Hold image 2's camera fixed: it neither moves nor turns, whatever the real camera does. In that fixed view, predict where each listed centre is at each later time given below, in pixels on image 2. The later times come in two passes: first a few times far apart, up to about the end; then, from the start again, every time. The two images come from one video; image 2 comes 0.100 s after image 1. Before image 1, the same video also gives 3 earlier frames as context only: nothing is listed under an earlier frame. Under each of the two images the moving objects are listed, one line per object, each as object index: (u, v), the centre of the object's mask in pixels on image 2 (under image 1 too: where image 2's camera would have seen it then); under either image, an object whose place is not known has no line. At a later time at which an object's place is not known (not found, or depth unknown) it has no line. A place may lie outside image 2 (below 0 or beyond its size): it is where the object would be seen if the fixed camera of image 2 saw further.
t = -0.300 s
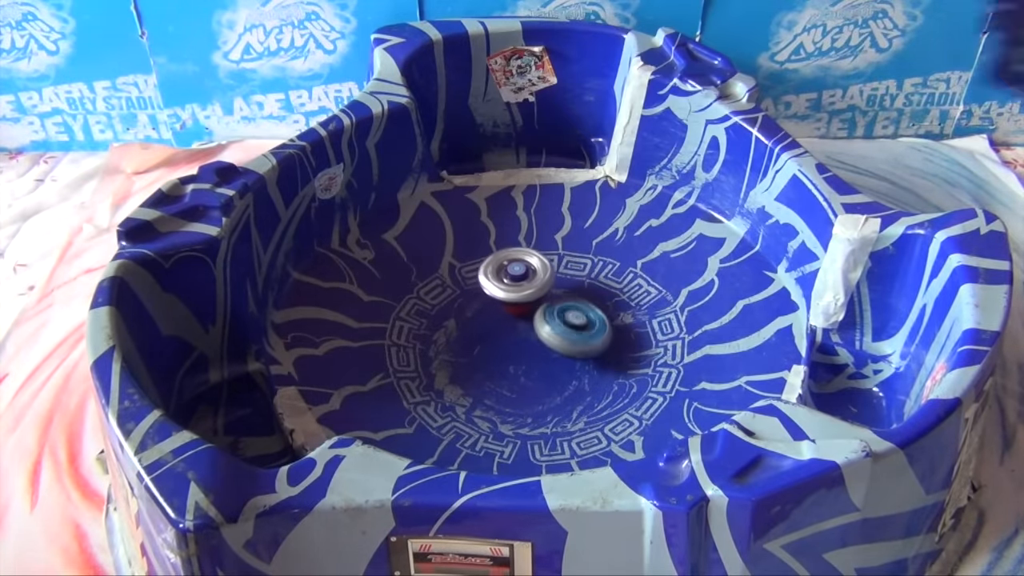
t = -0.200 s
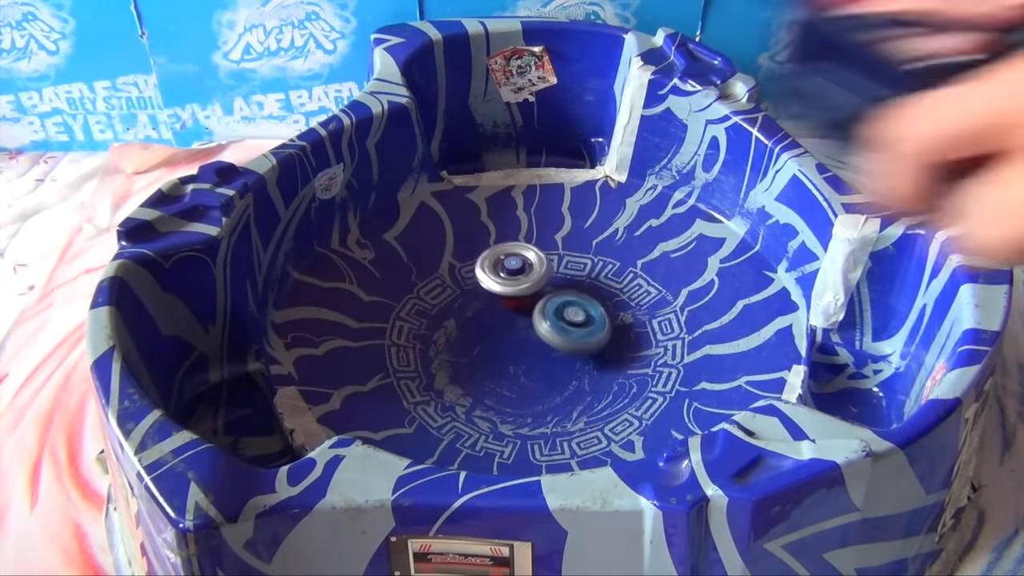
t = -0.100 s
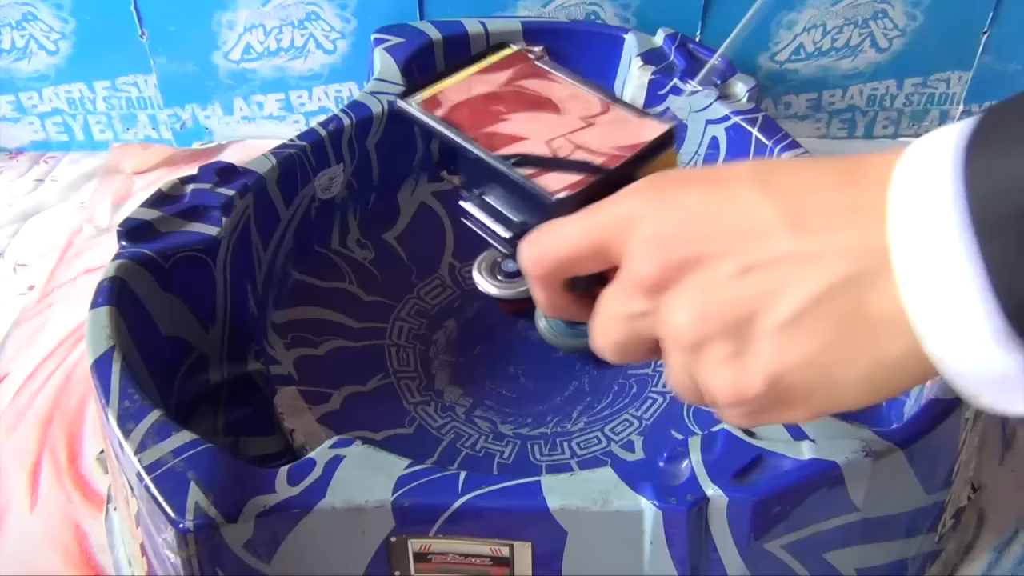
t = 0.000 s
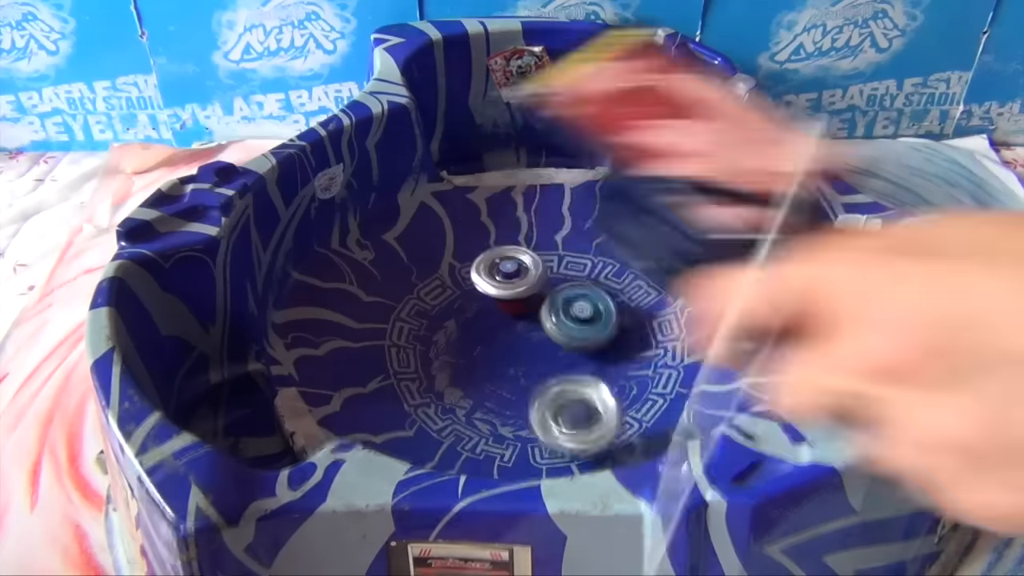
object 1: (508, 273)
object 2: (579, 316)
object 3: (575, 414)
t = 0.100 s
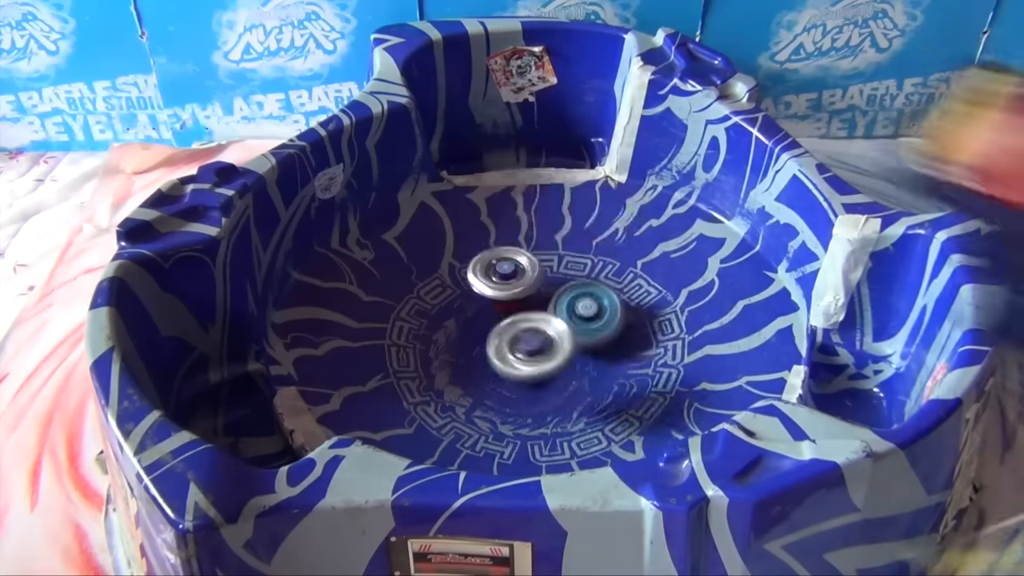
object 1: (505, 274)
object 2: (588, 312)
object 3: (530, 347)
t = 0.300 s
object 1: (532, 187)
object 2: (597, 318)
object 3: (449, 379)
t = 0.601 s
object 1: (515, 168)
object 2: (598, 326)
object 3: (553, 420)
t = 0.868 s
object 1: (497, 258)
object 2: (575, 313)
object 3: (631, 343)
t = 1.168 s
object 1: (468, 340)
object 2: (576, 276)
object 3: (590, 342)
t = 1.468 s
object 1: (411, 432)
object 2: (567, 266)
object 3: (617, 312)
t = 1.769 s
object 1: (465, 421)
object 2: (532, 279)
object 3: (540, 328)
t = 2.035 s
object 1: (513, 412)
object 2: (509, 249)
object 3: (522, 292)
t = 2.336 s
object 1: (569, 335)
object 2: (506, 261)
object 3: (473, 299)
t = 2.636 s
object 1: (638, 265)
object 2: (511, 308)
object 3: (453, 324)
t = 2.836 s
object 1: (626, 230)
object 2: (543, 330)
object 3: (480, 348)
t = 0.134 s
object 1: (505, 274)
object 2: (588, 314)
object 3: (518, 351)
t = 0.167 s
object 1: (505, 274)
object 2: (590, 314)
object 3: (509, 332)
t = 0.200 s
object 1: (506, 267)
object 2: (592, 314)
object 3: (499, 320)
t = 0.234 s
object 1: (517, 236)
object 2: (593, 315)
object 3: (479, 335)
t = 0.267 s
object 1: (526, 210)
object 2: (595, 317)
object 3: (460, 365)
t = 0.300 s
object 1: (532, 187)
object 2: (597, 318)
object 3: (449, 379)
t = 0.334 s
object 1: (537, 173)
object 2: (597, 318)
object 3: (440, 394)
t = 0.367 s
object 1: (538, 165)
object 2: (599, 319)
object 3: (438, 404)
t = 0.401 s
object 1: (537, 160)
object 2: (600, 320)
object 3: (441, 411)
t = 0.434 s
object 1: (535, 158)
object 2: (600, 321)
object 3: (451, 417)
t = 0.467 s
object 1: (531, 158)
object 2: (600, 322)
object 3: (466, 421)
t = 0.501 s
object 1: (526, 159)
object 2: (600, 323)
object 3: (486, 424)
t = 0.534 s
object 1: (523, 161)
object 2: (600, 324)
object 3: (508, 425)
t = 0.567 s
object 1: (519, 164)
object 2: (599, 325)
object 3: (530, 423)
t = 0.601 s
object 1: (515, 168)
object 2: (598, 326)
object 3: (553, 420)
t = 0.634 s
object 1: (511, 173)
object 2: (597, 326)
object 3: (575, 414)
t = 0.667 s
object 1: (508, 180)
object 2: (595, 327)
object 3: (594, 407)
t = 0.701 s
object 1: (505, 188)
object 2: (594, 327)
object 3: (609, 398)
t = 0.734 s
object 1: (502, 198)
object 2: (592, 327)
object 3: (621, 388)
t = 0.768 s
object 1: (498, 210)
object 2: (590, 327)
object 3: (629, 377)
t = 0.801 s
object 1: (496, 225)
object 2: (586, 325)
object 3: (632, 365)
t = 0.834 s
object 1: (496, 241)
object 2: (580, 323)
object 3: (630, 353)
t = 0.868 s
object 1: (497, 258)
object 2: (575, 313)
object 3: (631, 343)
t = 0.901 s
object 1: (498, 274)
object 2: (572, 305)
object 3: (638, 344)
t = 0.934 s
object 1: (481, 282)
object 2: (578, 298)
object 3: (644, 358)
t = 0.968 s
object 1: (469, 289)
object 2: (582, 289)
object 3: (642, 362)
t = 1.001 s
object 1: (461, 298)
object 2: (583, 283)
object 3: (634, 369)
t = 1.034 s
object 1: (458, 305)
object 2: (581, 280)
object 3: (625, 365)
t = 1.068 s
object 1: (458, 313)
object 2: (579, 278)
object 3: (615, 360)
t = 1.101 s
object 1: (460, 322)
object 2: (578, 277)
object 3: (607, 354)
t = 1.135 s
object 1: (463, 331)
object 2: (577, 276)
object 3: (599, 348)
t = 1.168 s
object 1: (468, 340)
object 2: (576, 276)
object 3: (590, 342)
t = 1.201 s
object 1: (473, 349)
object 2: (574, 275)
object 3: (581, 337)
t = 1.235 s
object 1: (477, 358)
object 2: (573, 275)
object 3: (569, 335)
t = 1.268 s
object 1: (482, 366)
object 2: (572, 275)
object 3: (558, 334)
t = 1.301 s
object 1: (462, 379)
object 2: (571, 273)
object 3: (564, 324)
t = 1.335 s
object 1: (436, 396)
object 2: (569, 270)
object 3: (581, 315)
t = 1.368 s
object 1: (419, 408)
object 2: (566, 268)
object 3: (593, 305)
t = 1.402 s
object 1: (409, 419)
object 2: (566, 266)
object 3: (603, 303)
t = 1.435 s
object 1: (409, 426)
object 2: (568, 267)
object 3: (613, 312)
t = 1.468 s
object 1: (411, 432)
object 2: (567, 266)
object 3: (617, 312)
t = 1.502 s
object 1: (413, 438)
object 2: (566, 267)
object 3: (615, 311)
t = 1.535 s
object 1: (415, 441)
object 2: (564, 268)
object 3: (608, 311)
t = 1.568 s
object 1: (420, 442)
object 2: (560, 269)
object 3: (600, 310)
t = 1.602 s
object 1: (426, 442)
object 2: (558, 269)
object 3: (590, 310)
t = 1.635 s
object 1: (433, 441)
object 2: (554, 270)
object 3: (579, 310)
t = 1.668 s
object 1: (439, 438)
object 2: (550, 272)
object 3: (568, 313)
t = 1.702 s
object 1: (448, 433)
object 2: (545, 273)
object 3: (558, 319)
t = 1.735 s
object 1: (456, 427)
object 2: (538, 276)
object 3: (549, 324)
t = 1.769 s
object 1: (465, 421)
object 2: (532, 279)
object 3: (540, 328)
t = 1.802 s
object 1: (475, 413)
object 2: (528, 281)
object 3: (531, 332)
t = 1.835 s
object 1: (487, 404)
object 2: (526, 281)
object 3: (522, 335)
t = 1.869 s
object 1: (499, 394)
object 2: (525, 281)
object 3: (515, 336)
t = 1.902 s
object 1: (498, 407)
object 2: (523, 273)
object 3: (520, 312)
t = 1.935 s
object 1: (498, 414)
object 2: (521, 262)
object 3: (521, 301)
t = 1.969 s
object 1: (499, 417)
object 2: (519, 256)
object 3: (523, 300)
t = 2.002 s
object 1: (505, 416)
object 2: (513, 250)
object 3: (523, 295)
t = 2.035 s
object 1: (513, 412)
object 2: (509, 249)
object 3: (522, 292)
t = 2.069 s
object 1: (522, 406)
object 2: (505, 248)
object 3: (519, 293)
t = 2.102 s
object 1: (529, 398)
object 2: (505, 249)
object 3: (515, 298)
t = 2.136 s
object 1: (536, 389)
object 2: (505, 250)
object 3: (509, 301)
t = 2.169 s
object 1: (541, 380)
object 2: (504, 251)
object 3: (503, 302)
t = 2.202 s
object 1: (546, 370)
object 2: (505, 253)
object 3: (496, 302)
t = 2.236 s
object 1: (549, 358)
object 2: (505, 256)
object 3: (489, 303)
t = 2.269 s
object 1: (550, 347)
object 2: (505, 258)
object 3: (483, 303)
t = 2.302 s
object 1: (552, 337)
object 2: (505, 260)
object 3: (481, 305)
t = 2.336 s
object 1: (569, 335)
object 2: (506, 261)
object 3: (473, 299)
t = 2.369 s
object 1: (586, 331)
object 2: (506, 263)
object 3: (467, 298)
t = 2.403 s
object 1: (599, 325)
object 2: (506, 266)
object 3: (462, 297)
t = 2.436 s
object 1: (609, 319)
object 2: (507, 270)
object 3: (458, 296)
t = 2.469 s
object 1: (618, 312)
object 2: (508, 275)
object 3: (456, 298)
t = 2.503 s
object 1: (625, 303)
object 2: (509, 283)
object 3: (453, 302)
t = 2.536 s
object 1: (629, 293)
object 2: (508, 290)
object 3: (451, 307)
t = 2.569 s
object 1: (633, 283)
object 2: (509, 296)
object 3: (449, 313)
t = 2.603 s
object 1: (636, 274)
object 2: (509, 303)
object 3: (449, 319)
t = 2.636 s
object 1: (638, 265)
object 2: (511, 308)
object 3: (453, 324)
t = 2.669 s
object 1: (639, 257)
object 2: (513, 312)
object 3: (455, 329)
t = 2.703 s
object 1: (639, 249)
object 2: (520, 317)
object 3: (447, 335)
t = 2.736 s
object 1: (637, 242)
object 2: (527, 321)
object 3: (445, 341)
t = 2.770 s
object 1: (634, 237)
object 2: (533, 324)
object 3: (452, 344)
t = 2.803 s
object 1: (630, 232)
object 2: (538, 328)
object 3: (464, 347)
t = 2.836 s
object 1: (626, 230)
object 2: (543, 330)
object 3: (480, 348)
